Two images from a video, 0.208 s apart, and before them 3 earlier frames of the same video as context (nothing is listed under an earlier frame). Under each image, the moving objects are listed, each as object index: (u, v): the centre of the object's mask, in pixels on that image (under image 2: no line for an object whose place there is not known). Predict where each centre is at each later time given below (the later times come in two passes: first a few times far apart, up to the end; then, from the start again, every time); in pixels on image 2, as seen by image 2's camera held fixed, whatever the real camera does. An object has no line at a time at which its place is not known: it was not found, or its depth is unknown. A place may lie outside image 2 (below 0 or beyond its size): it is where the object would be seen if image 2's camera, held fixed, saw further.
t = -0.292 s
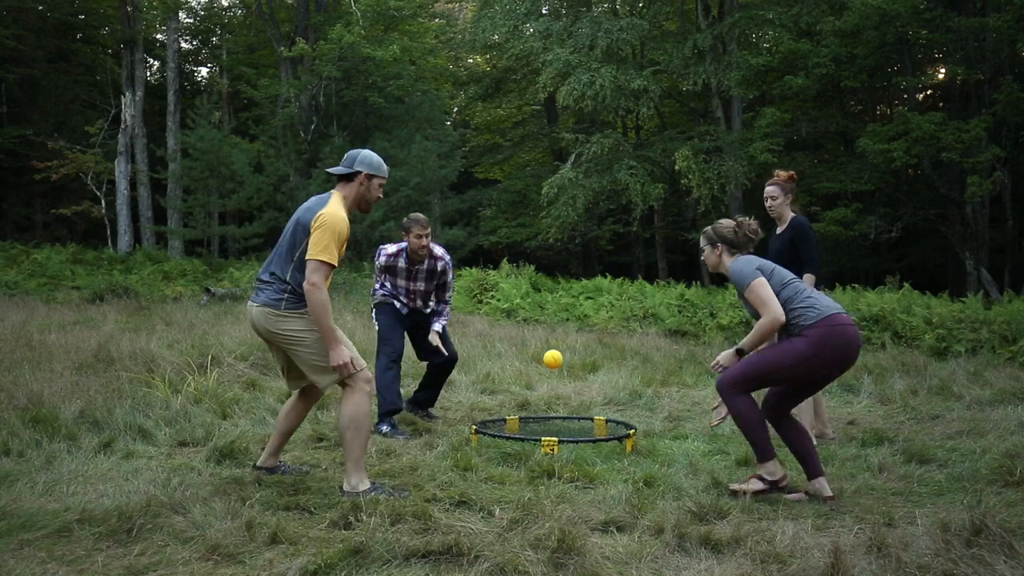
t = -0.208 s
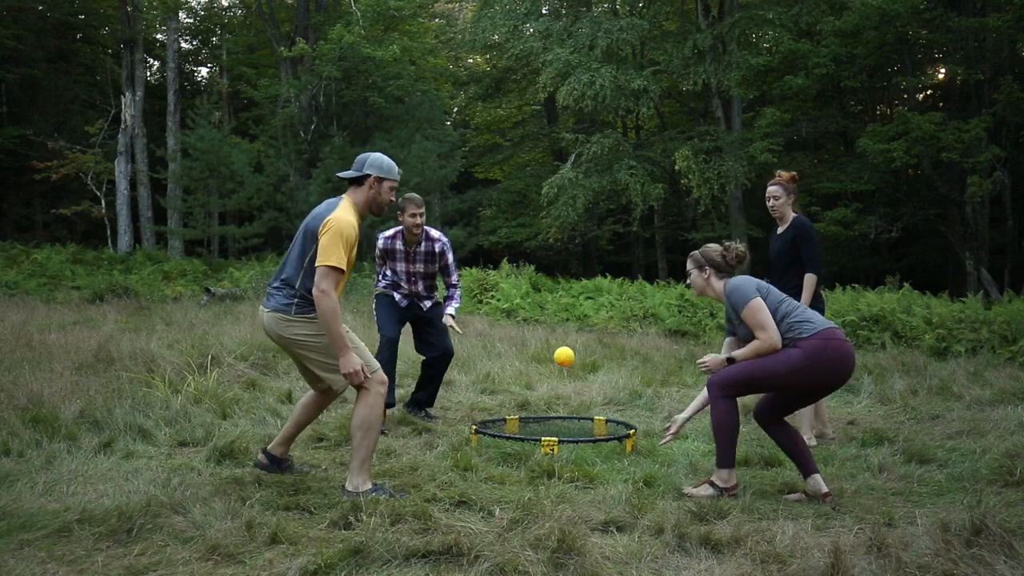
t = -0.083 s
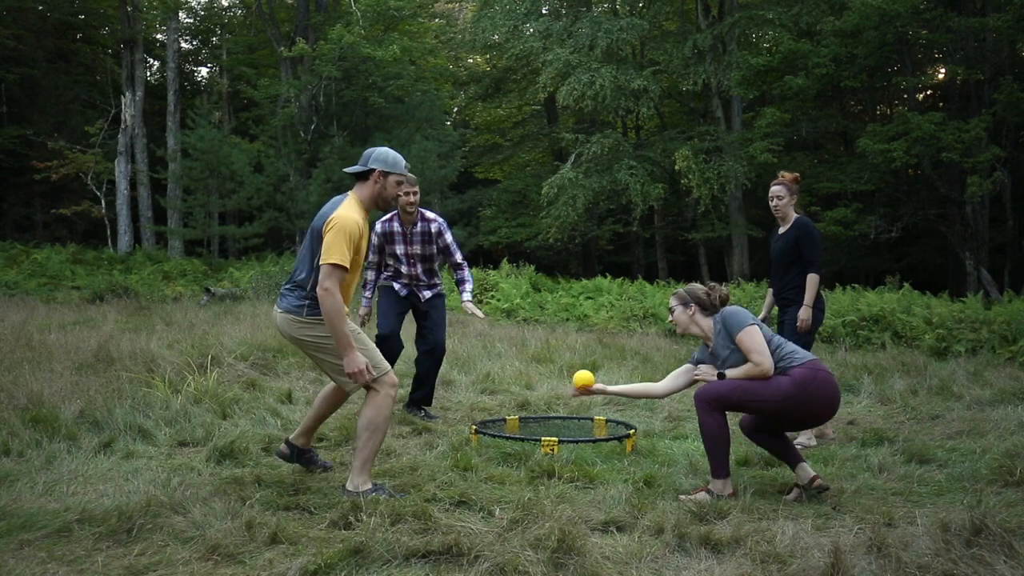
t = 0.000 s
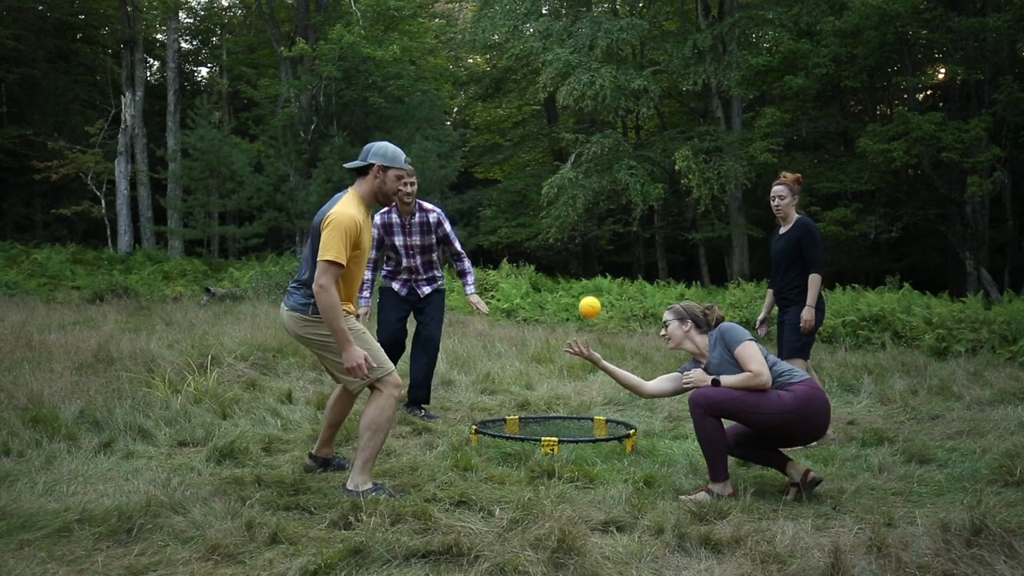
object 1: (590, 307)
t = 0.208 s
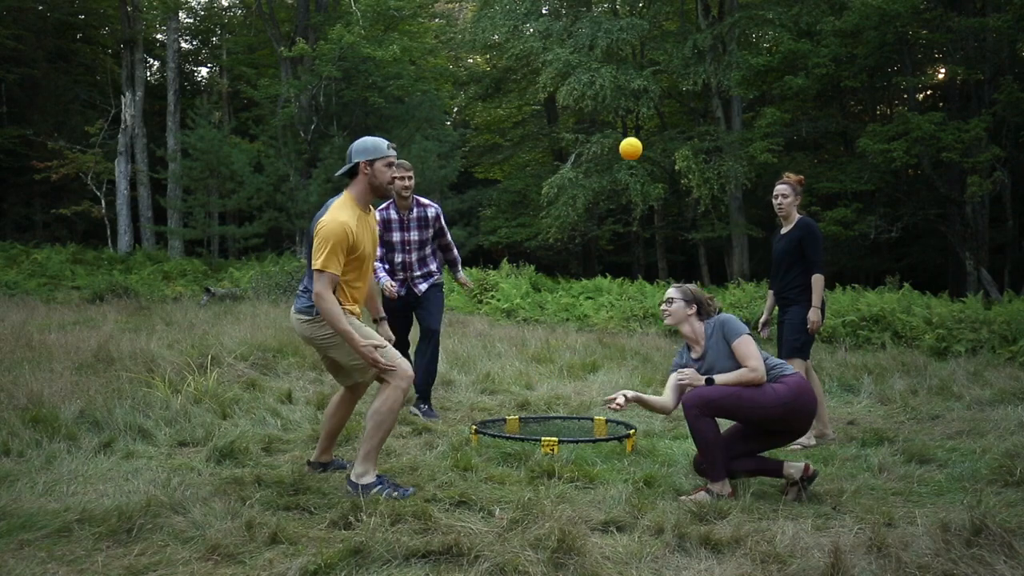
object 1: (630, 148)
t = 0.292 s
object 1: (649, 109)
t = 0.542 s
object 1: (711, 83)
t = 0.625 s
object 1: (734, 109)
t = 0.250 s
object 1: (640, 127)
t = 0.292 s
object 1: (649, 109)
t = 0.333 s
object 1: (658, 94)
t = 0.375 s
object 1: (668, 85)
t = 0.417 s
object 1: (679, 78)
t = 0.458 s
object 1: (689, 75)
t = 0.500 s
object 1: (700, 76)
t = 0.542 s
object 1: (711, 83)
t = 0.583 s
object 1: (723, 93)
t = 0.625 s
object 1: (734, 109)
